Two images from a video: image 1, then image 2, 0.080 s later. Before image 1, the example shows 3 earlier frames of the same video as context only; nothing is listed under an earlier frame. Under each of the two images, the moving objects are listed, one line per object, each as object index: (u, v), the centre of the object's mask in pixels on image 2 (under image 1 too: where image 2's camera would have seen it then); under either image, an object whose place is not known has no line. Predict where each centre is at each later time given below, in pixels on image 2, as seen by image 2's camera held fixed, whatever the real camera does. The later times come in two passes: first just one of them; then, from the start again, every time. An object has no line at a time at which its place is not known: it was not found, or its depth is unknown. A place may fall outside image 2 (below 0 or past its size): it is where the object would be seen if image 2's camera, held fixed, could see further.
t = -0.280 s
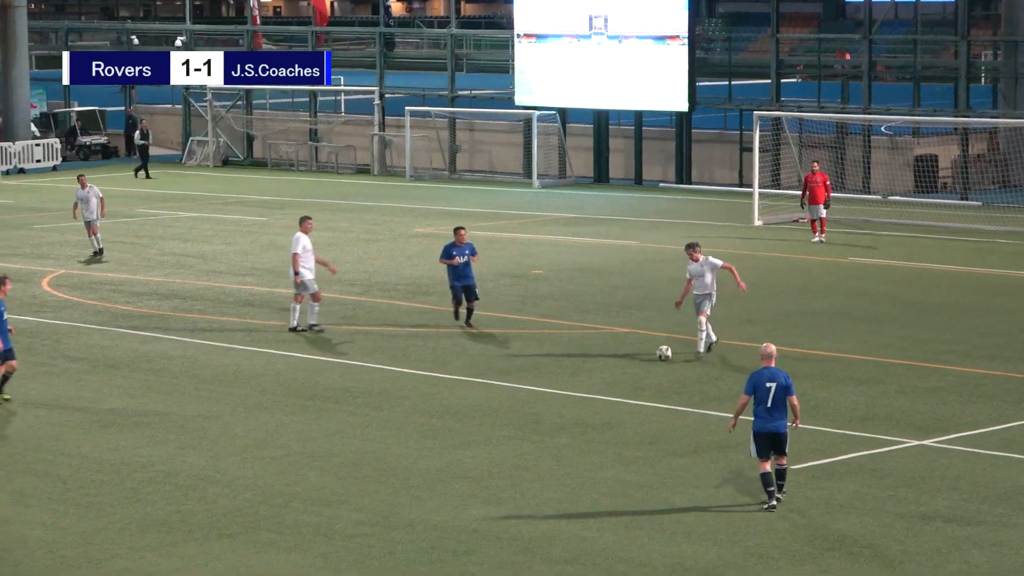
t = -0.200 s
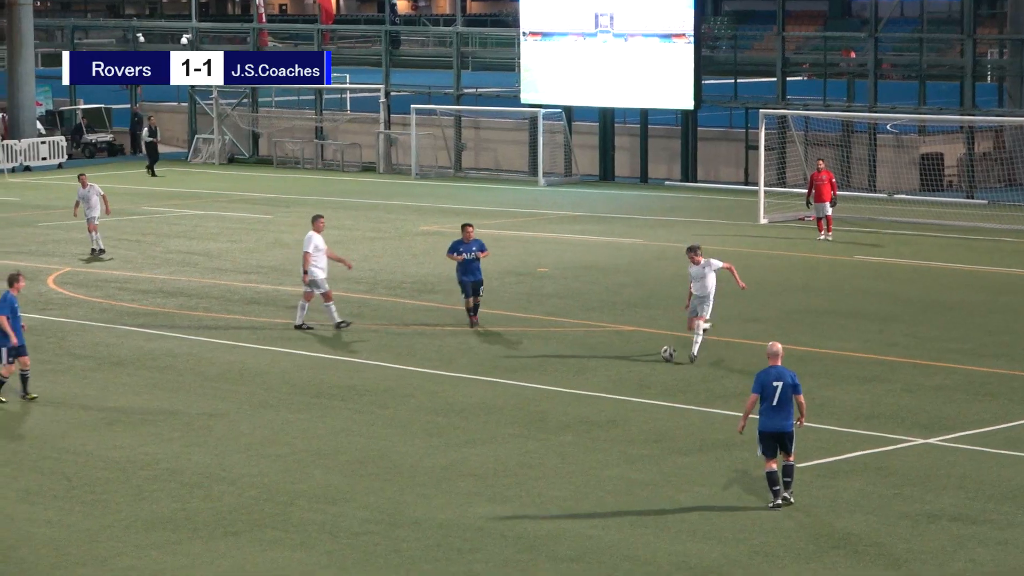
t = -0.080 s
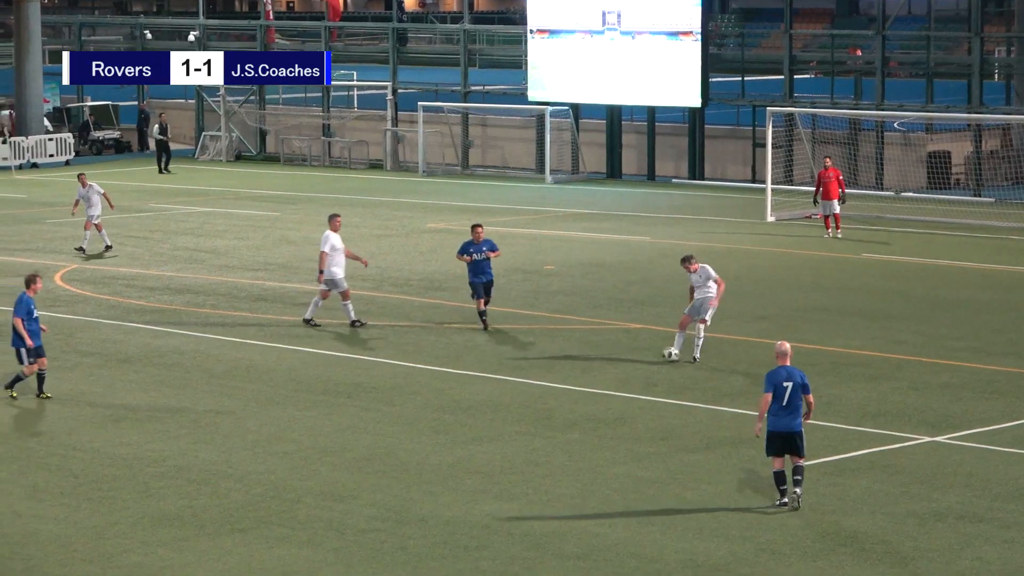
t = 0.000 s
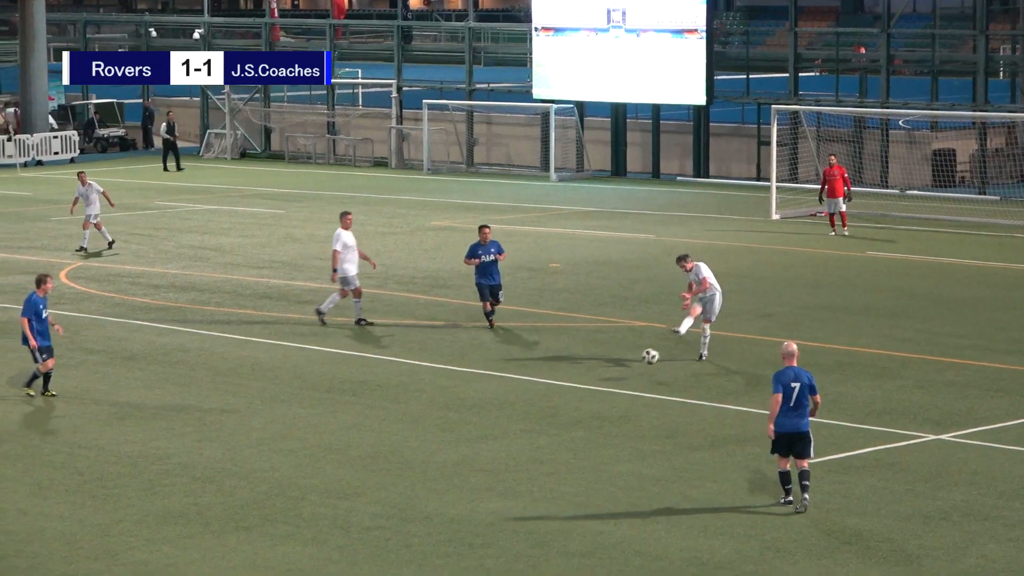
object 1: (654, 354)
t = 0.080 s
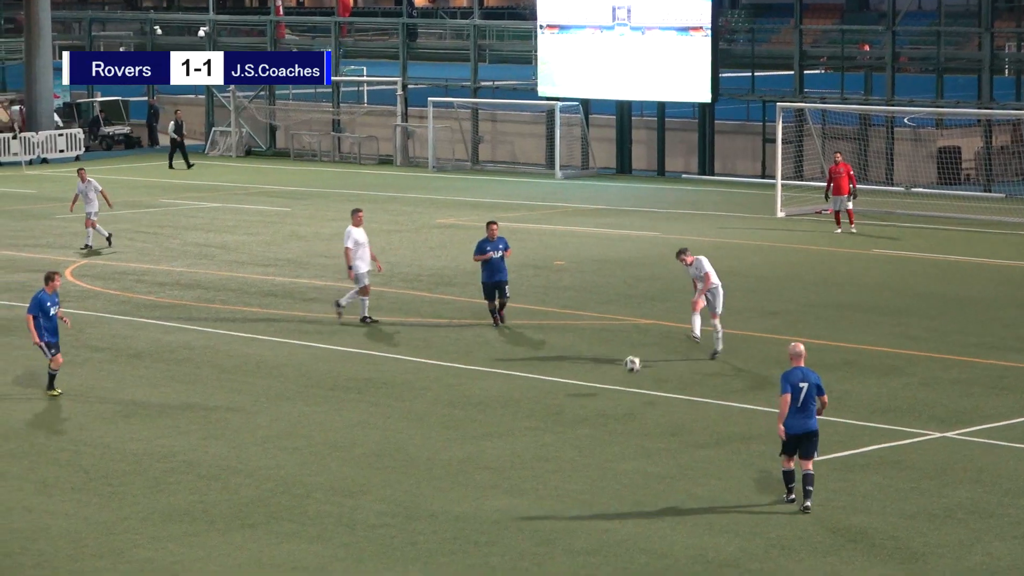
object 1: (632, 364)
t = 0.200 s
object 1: (604, 389)
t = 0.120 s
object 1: (625, 369)
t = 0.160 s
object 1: (612, 381)
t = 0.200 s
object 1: (604, 389)
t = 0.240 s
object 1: (593, 405)
